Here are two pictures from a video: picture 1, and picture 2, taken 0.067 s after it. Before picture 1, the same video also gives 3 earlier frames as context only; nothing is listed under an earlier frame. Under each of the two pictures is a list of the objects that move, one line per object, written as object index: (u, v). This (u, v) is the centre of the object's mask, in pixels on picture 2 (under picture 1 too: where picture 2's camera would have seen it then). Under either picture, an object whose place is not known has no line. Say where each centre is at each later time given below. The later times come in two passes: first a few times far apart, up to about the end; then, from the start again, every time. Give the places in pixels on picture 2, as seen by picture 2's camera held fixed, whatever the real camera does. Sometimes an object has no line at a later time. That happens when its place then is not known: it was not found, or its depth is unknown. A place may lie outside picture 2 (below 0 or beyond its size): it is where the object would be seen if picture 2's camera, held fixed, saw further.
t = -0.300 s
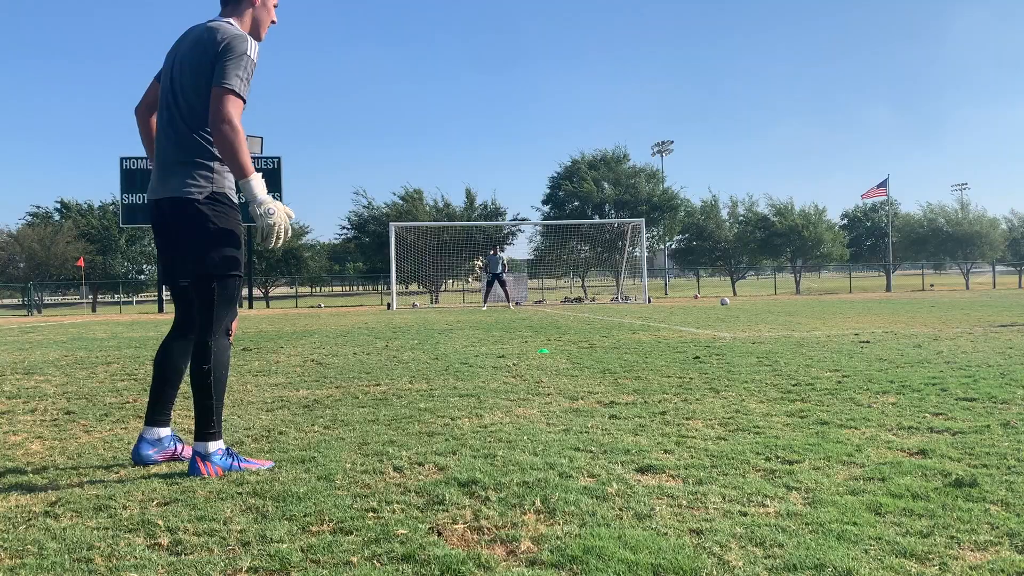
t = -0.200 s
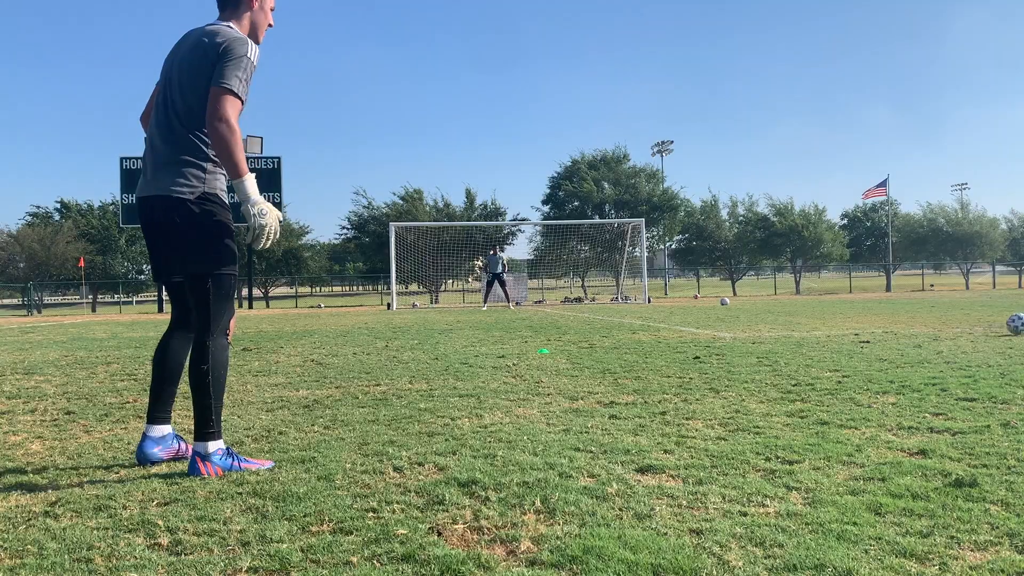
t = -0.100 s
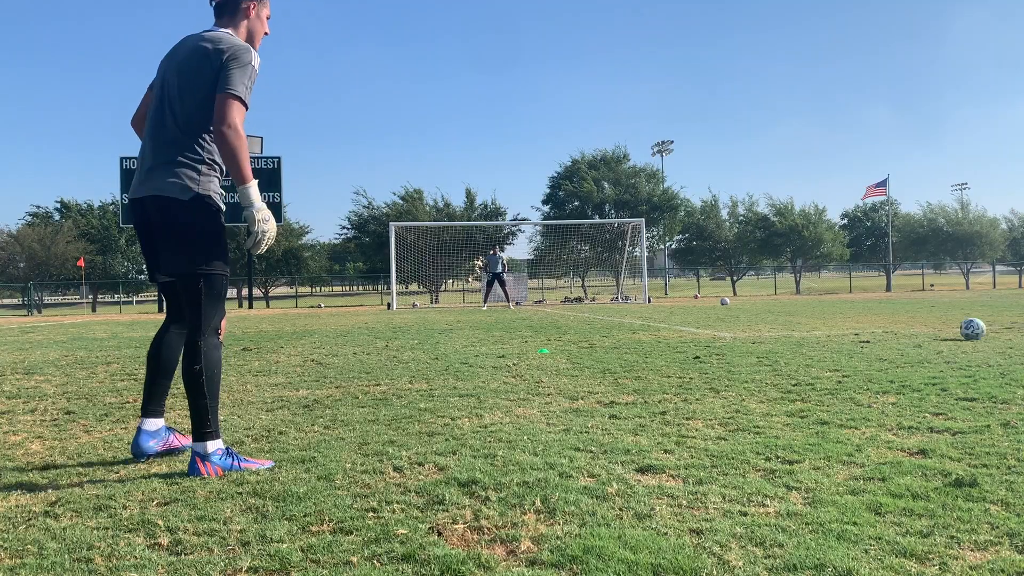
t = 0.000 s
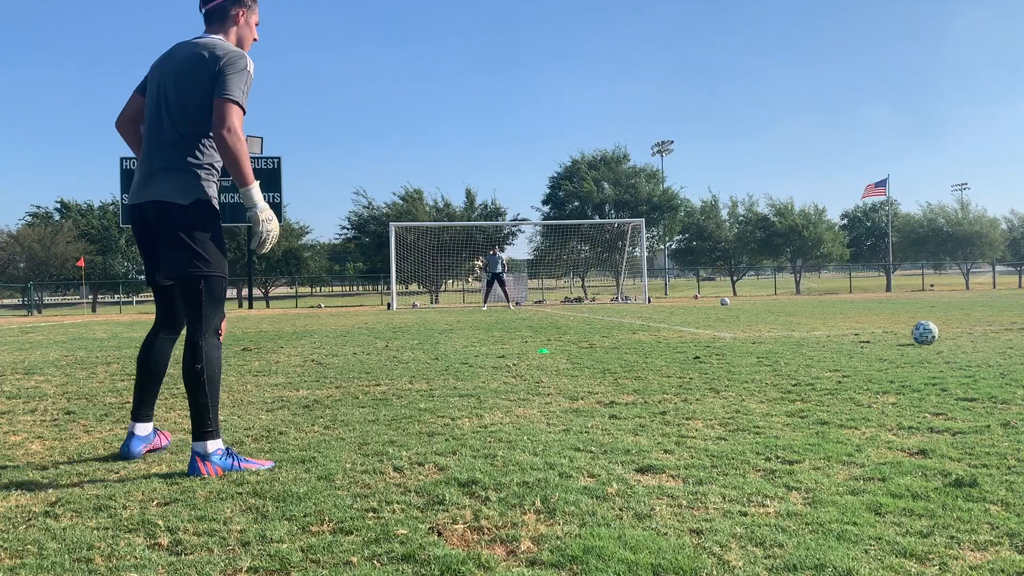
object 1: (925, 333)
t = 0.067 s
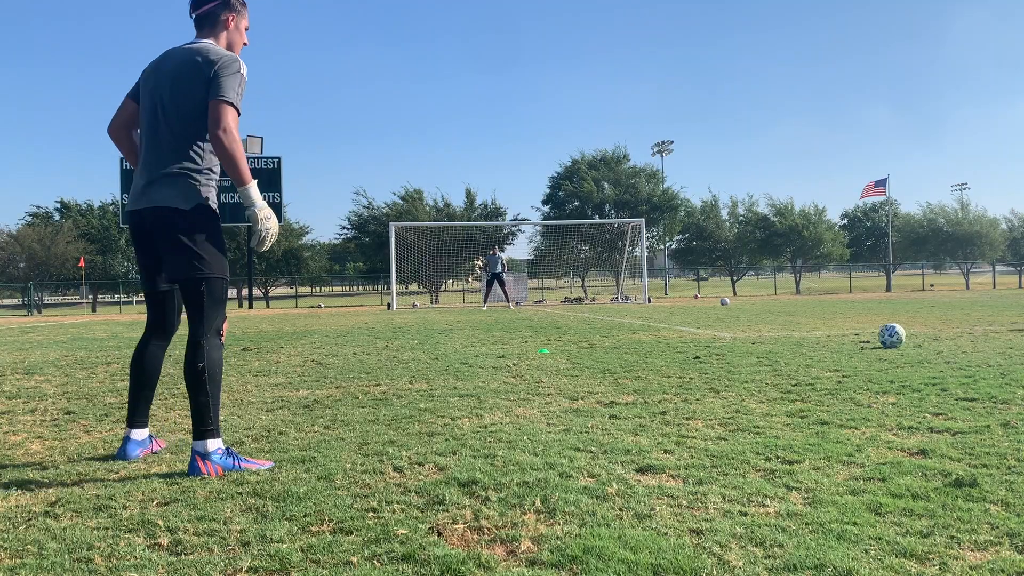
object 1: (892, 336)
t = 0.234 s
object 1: (805, 342)
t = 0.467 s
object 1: (667, 355)
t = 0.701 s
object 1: (496, 370)
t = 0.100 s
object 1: (875, 336)
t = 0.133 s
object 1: (858, 338)
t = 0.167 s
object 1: (840, 340)
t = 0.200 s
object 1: (823, 342)
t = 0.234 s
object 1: (805, 342)
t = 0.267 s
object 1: (788, 344)
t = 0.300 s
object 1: (769, 346)
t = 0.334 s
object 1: (750, 347)
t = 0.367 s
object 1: (730, 349)
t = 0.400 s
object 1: (710, 351)
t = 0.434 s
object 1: (689, 353)
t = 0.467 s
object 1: (667, 355)
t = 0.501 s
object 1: (646, 357)
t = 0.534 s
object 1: (623, 359)
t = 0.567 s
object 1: (599, 360)
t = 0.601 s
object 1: (575, 362)
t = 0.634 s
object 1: (550, 365)
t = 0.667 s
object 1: (524, 368)
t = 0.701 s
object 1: (496, 370)
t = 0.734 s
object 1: (469, 371)
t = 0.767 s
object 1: (440, 372)
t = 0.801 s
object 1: (410, 374)
